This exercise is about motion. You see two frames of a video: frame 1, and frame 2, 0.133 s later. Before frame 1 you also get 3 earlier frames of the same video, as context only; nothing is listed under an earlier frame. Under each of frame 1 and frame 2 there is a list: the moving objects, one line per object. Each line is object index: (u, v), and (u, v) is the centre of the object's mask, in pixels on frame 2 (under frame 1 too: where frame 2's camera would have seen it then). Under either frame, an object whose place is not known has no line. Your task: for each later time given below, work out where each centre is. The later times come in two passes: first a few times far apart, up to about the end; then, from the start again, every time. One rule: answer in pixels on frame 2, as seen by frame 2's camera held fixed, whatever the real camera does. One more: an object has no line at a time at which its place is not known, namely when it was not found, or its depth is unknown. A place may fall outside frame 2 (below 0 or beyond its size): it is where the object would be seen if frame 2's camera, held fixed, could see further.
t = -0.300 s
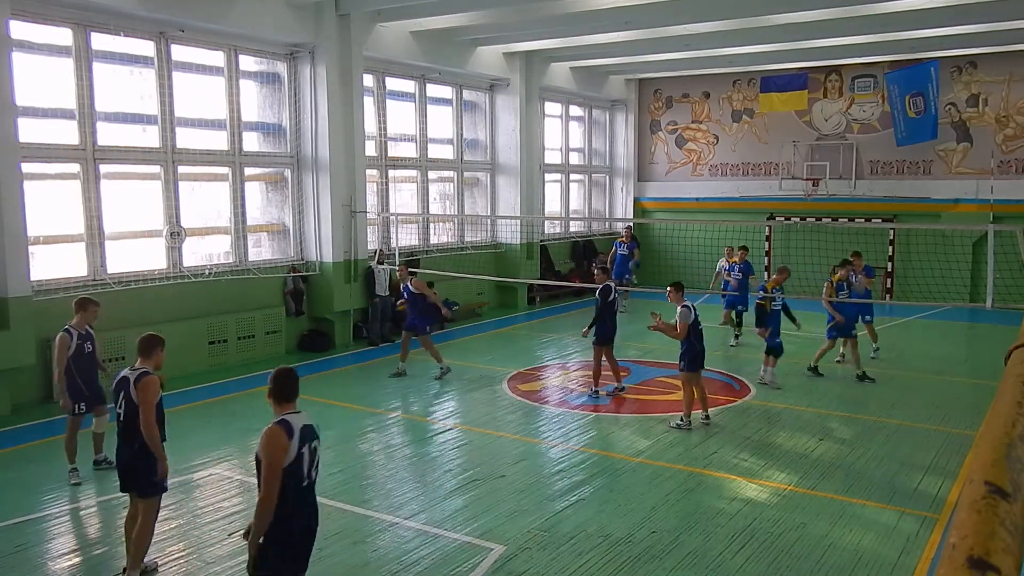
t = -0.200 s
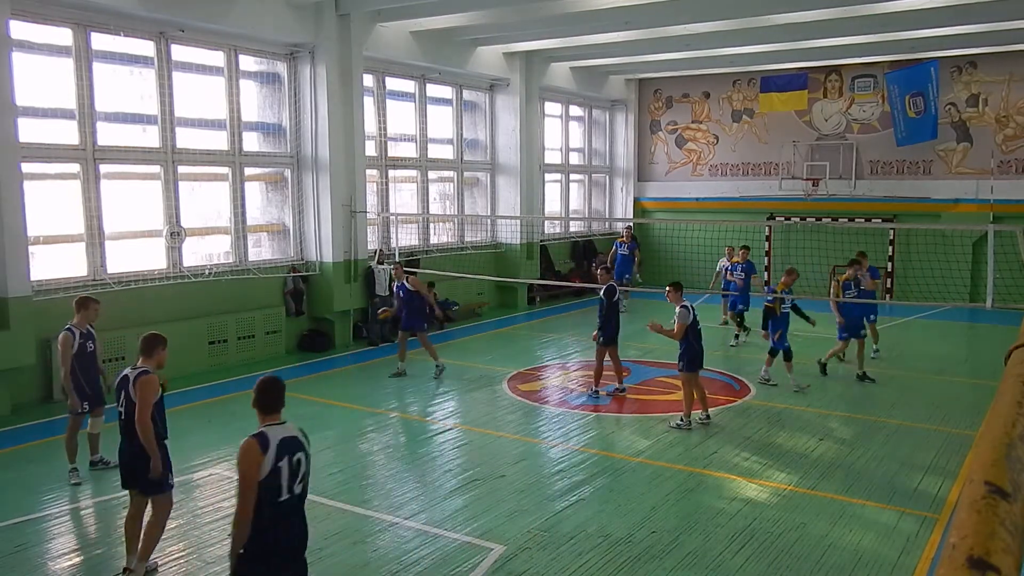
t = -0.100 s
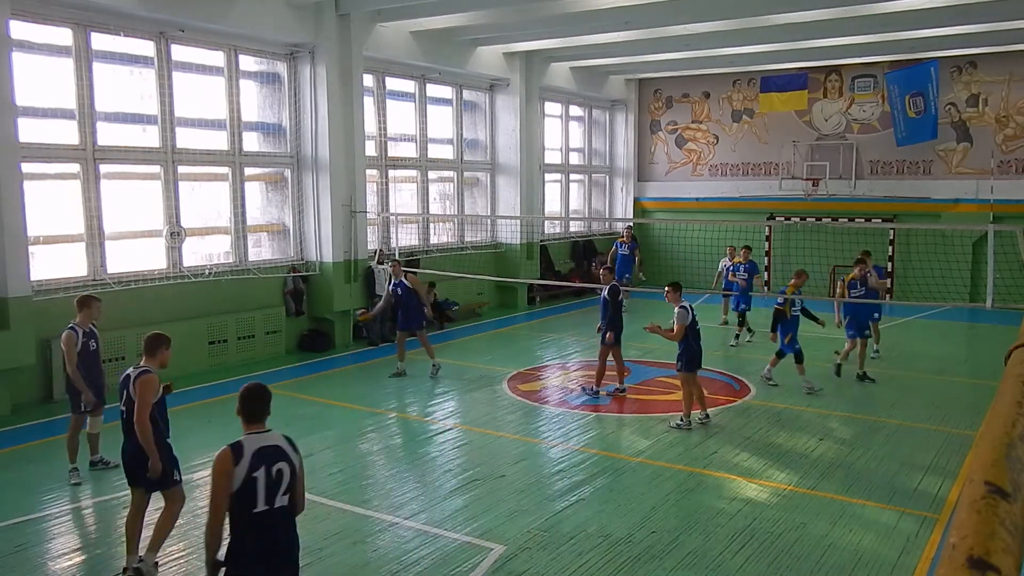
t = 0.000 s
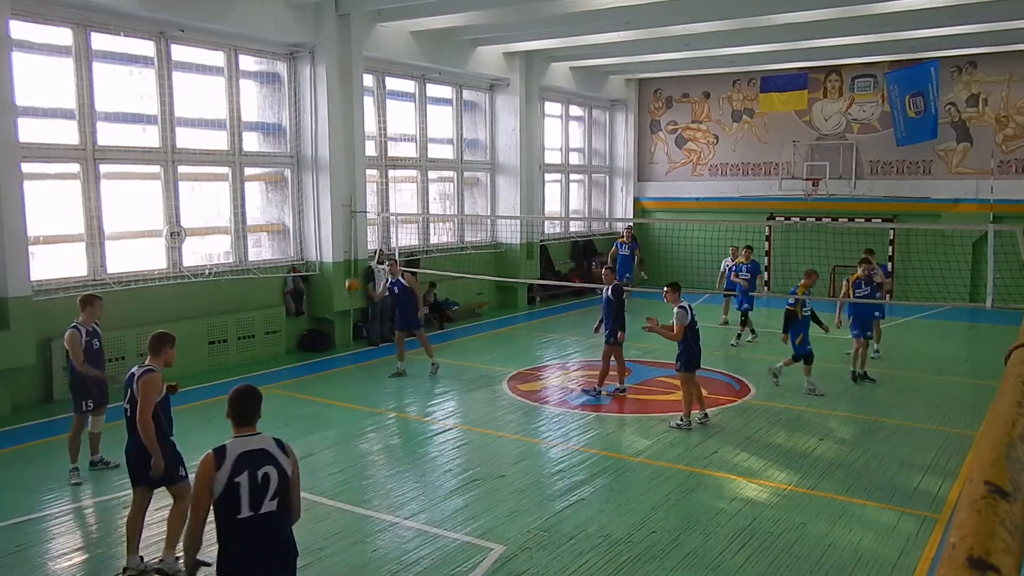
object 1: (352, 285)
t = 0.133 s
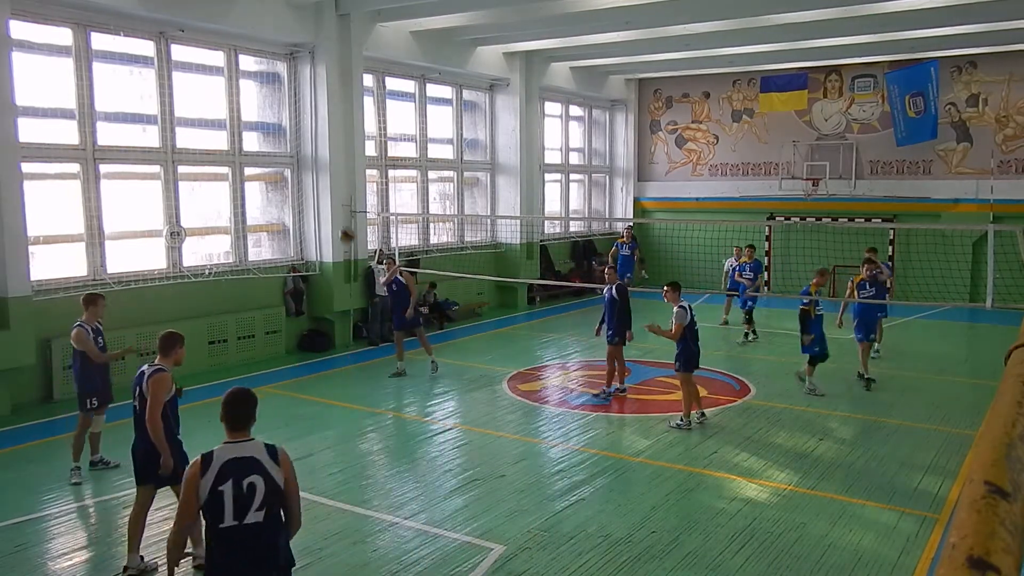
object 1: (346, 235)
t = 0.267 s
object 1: (340, 188)
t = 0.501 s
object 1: (325, 125)
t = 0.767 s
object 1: (298, 101)
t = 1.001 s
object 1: (254, 168)
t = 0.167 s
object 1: (345, 224)
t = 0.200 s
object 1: (343, 212)
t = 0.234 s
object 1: (342, 199)
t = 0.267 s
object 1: (340, 188)
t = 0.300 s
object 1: (338, 178)
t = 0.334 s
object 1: (336, 167)
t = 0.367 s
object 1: (334, 157)
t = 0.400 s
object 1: (332, 148)
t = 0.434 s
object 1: (330, 140)
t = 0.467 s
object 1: (328, 132)
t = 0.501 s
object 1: (325, 125)
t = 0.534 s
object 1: (323, 119)
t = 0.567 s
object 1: (320, 113)
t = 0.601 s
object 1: (317, 108)
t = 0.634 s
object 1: (314, 104)
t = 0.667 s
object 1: (310, 101)
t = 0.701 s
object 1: (306, 100)
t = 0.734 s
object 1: (302, 100)
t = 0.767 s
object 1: (298, 101)
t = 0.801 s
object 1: (293, 104)
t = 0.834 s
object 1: (288, 108)
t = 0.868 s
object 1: (282, 115)
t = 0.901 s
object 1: (275, 124)
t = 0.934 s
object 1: (270, 136)
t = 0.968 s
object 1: (262, 152)
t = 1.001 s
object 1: (254, 168)
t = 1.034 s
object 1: (245, 191)
